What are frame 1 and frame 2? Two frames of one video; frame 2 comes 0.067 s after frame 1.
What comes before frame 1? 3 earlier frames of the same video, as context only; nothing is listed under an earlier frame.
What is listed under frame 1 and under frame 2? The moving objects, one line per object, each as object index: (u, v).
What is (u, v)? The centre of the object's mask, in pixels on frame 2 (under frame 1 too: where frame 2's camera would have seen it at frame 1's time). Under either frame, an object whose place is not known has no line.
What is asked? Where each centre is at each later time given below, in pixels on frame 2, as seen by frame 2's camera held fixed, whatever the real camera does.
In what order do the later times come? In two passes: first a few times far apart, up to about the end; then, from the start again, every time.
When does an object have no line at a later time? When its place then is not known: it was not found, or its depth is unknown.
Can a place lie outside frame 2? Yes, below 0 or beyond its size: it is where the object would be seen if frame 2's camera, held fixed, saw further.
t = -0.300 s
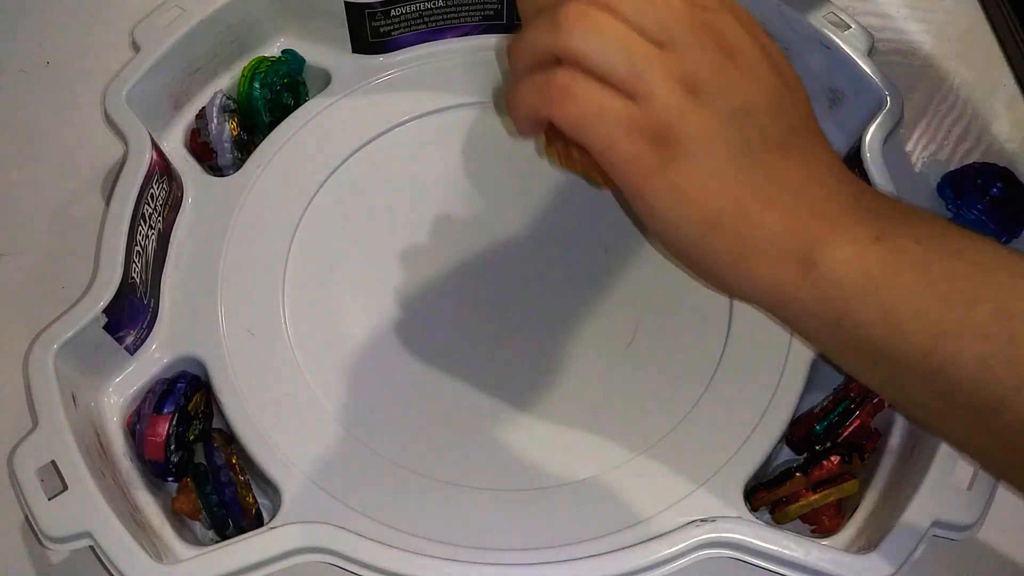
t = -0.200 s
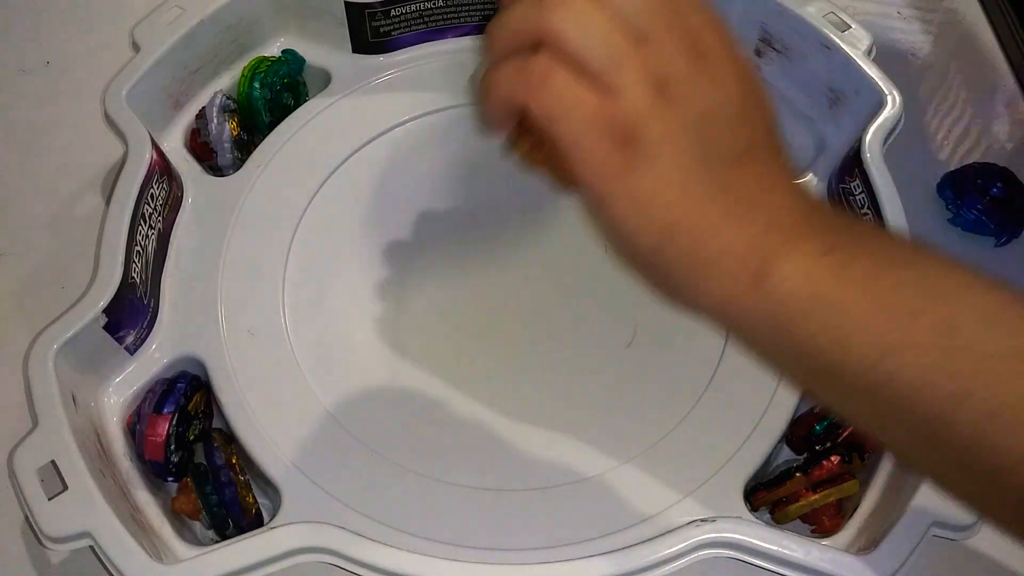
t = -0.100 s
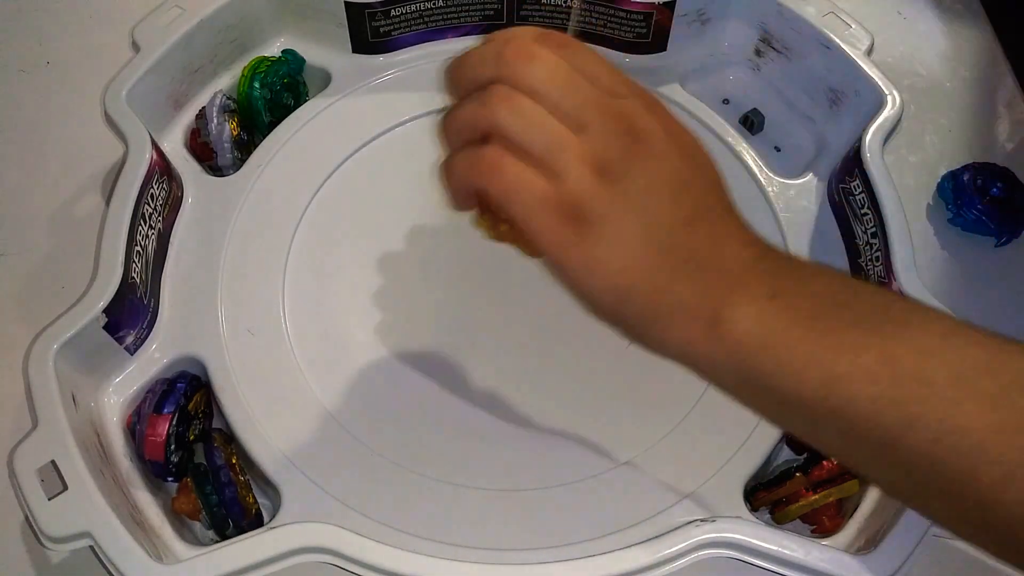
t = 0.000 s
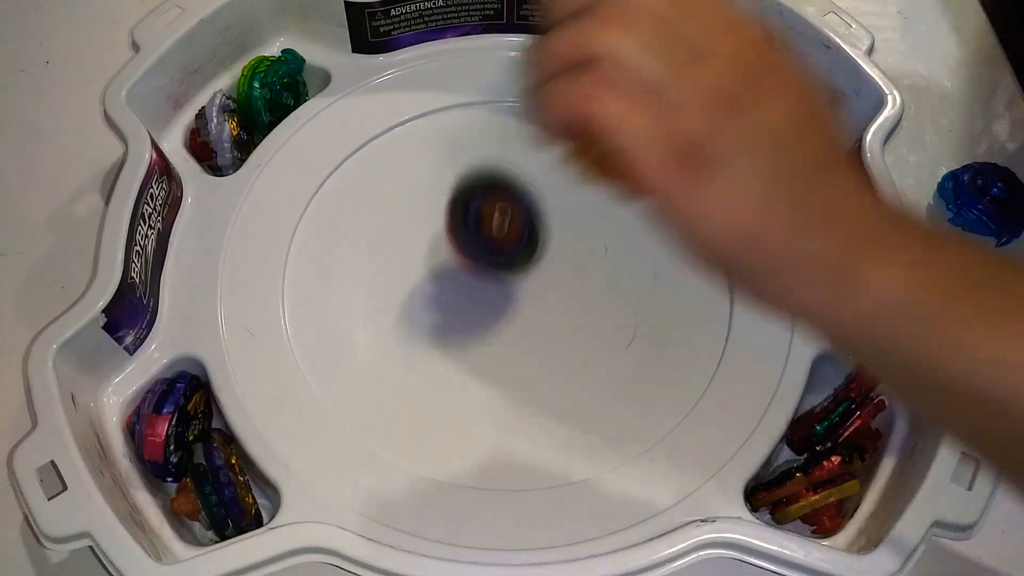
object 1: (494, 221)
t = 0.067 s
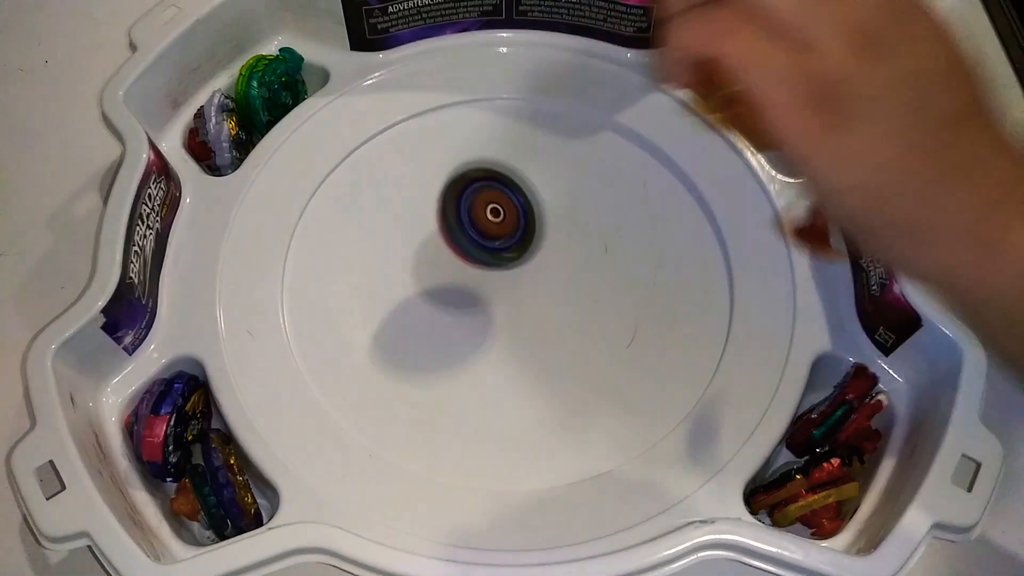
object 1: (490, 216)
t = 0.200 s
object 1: (482, 254)
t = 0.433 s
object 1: (509, 302)
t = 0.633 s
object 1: (545, 293)
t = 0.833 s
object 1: (557, 257)
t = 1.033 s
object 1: (549, 215)
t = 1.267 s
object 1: (550, 191)
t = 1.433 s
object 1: (568, 193)
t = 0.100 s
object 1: (487, 215)
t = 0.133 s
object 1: (484, 228)
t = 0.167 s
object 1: (480, 255)
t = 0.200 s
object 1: (482, 254)
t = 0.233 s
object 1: (485, 256)
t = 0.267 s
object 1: (486, 270)
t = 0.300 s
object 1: (489, 279)
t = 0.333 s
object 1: (493, 280)
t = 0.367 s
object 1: (497, 292)
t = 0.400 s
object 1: (503, 295)
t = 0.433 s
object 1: (509, 302)
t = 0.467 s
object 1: (516, 300)
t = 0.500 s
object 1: (522, 304)
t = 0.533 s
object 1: (529, 300)
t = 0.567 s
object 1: (534, 301)
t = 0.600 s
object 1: (540, 297)
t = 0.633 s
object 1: (545, 293)
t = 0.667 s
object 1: (549, 290)
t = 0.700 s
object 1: (552, 284)
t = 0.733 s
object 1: (555, 278)
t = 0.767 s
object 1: (556, 271)
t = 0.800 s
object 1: (556, 263)
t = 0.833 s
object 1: (557, 257)
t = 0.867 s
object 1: (556, 250)
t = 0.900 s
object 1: (555, 242)
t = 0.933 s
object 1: (554, 235)
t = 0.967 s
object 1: (552, 228)
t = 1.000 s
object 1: (551, 221)
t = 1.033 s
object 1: (549, 215)
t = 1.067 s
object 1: (548, 209)
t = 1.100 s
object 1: (547, 204)
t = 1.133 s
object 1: (546, 201)
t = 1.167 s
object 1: (546, 197)
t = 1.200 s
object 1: (547, 194)
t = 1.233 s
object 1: (548, 192)
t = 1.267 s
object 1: (550, 191)
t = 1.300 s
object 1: (553, 190)
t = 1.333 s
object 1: (556, 190)
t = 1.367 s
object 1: (560, 191)
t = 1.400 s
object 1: (564, 192)
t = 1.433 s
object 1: (568, 193)
